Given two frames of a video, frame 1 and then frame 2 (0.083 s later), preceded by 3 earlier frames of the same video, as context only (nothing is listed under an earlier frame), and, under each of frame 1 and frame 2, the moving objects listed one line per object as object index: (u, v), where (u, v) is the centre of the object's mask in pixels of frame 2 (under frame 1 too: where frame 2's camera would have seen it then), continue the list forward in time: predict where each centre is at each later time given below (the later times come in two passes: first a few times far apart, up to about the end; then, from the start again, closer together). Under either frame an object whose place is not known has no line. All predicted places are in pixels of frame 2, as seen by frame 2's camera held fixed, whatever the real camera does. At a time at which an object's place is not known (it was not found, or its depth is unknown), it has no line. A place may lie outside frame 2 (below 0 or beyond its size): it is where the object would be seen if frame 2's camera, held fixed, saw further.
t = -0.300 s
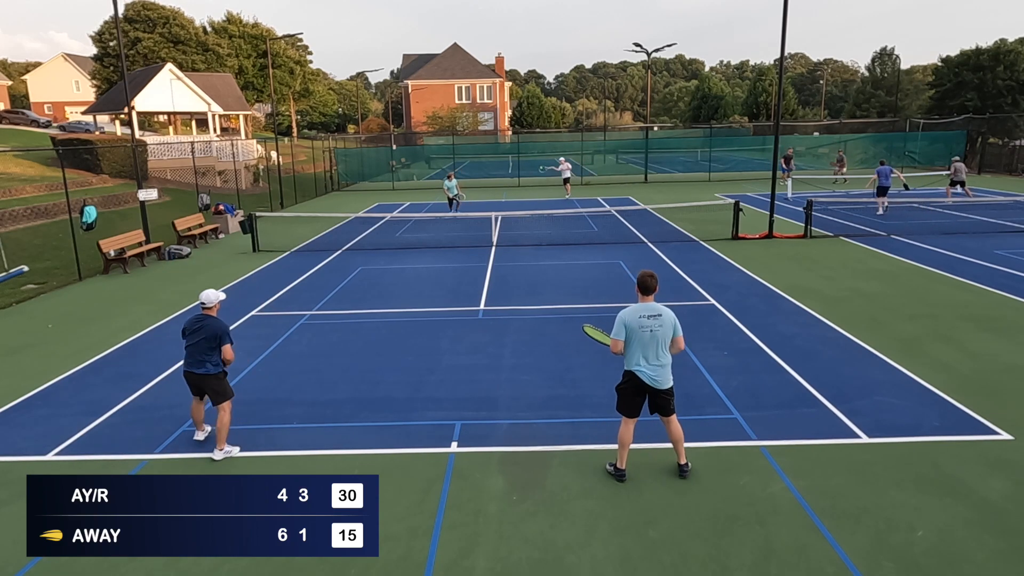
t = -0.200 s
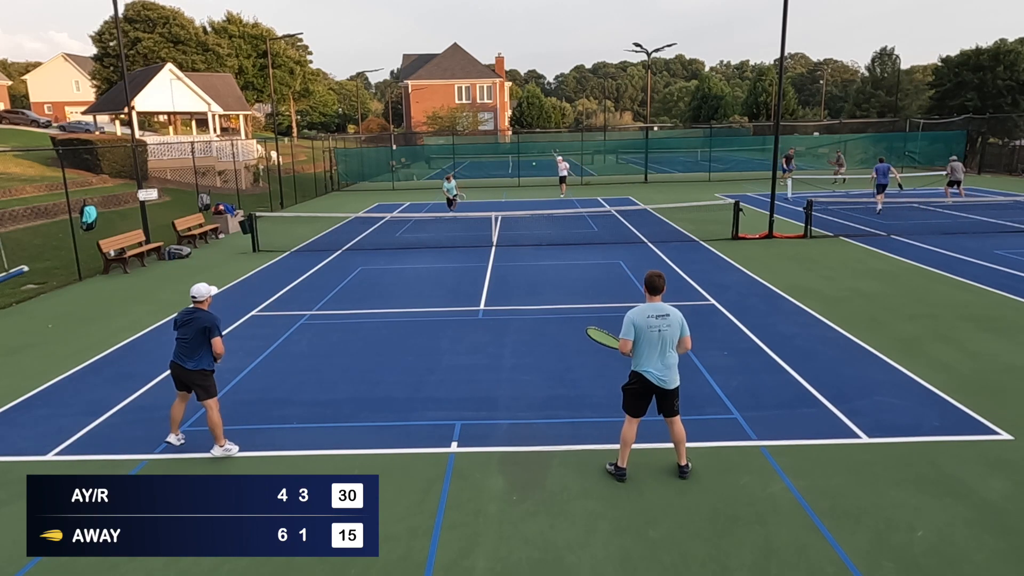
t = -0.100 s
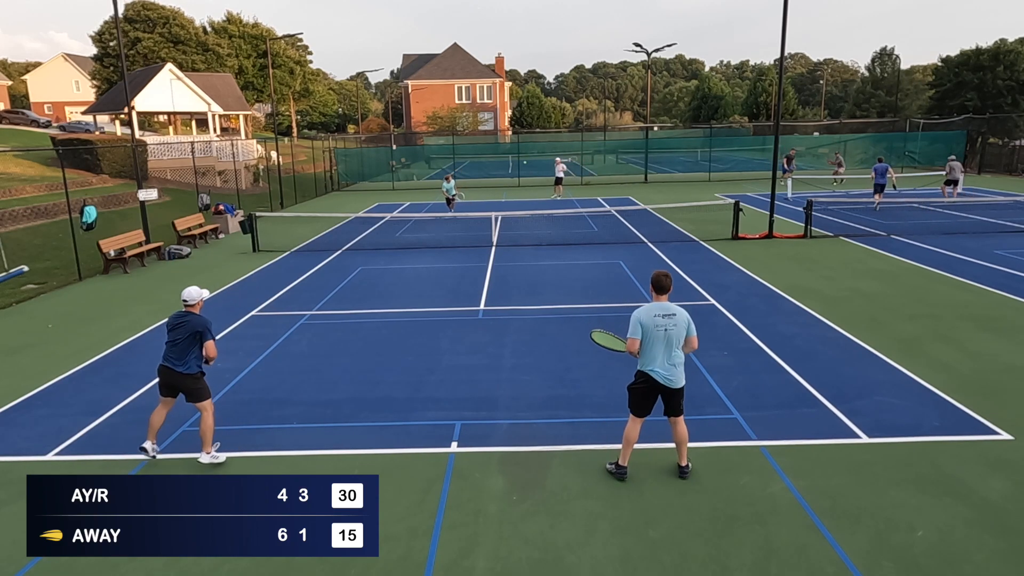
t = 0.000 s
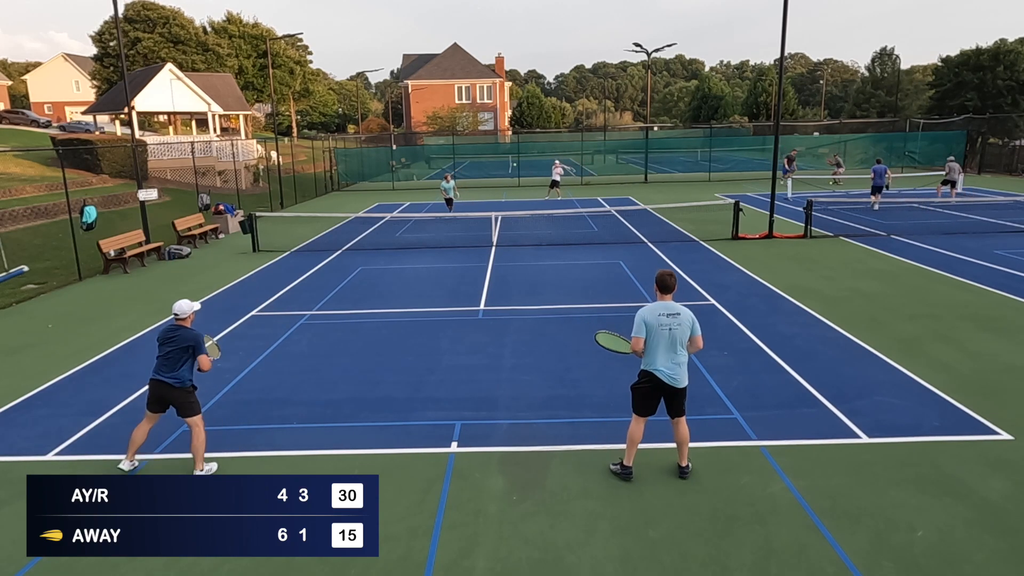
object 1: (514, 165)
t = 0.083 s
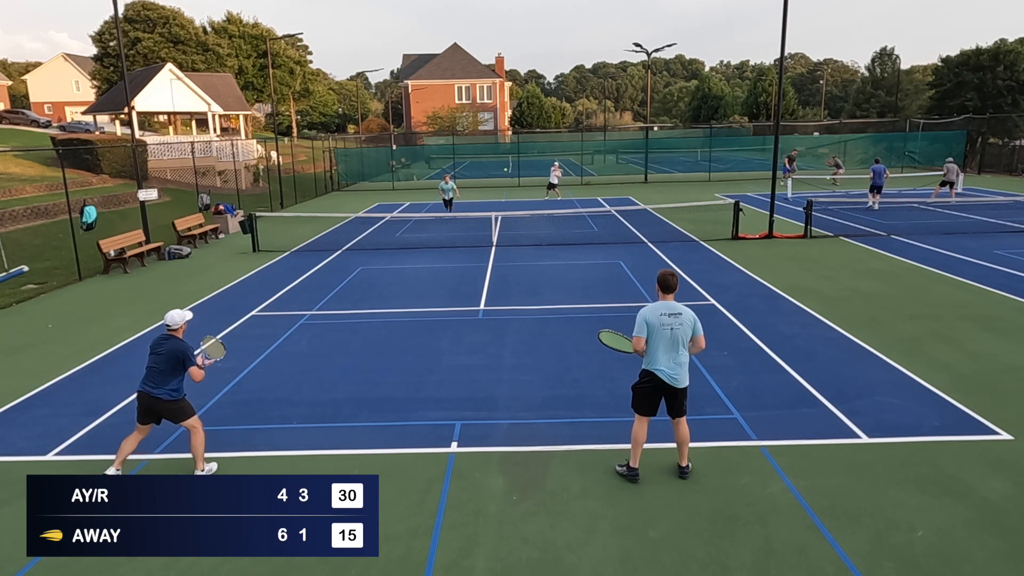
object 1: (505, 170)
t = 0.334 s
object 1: (471, 208)
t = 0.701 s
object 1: (399, 270)
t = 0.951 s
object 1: (336, 273)
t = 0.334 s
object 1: (471, 208)
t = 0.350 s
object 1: (468, 211)
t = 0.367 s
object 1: (465, 216)
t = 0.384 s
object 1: (462, 220)
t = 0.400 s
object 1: (460, 226)
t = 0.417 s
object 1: (457, 231)
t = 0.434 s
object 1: (454, 236)
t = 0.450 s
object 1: (451, 241)
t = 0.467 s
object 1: (447, 247)
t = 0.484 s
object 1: (444, 254)
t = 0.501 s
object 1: (441, 260)
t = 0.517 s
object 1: (438, 267)
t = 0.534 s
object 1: (434, 274)
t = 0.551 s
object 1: (431, 281)
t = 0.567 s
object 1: (427, 285)
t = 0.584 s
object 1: (424, 283)
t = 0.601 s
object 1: (421, 281)
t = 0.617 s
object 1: (417, 278)
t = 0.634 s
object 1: (414, 276)
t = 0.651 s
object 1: (411, 275)
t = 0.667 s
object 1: (407, 273)
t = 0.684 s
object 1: (402, 271)
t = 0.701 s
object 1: (399, 270)
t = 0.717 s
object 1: (396, 269)
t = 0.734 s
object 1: (392, 268)
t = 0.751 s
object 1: (388, 268)
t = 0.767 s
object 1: (384, 267)
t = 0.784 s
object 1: (380, 267)
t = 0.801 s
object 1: (376, 266)
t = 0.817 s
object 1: (373, 266)
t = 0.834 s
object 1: (368, 266)
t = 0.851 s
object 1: (364, 267)
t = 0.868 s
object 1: (359, 267)
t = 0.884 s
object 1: (355, 268)
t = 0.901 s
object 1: (350, 269)
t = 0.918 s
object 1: (345, 270)
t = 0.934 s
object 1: (340, 271)
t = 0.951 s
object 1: (336, 273)
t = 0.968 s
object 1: (330, 275)
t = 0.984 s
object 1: (325, 277)
